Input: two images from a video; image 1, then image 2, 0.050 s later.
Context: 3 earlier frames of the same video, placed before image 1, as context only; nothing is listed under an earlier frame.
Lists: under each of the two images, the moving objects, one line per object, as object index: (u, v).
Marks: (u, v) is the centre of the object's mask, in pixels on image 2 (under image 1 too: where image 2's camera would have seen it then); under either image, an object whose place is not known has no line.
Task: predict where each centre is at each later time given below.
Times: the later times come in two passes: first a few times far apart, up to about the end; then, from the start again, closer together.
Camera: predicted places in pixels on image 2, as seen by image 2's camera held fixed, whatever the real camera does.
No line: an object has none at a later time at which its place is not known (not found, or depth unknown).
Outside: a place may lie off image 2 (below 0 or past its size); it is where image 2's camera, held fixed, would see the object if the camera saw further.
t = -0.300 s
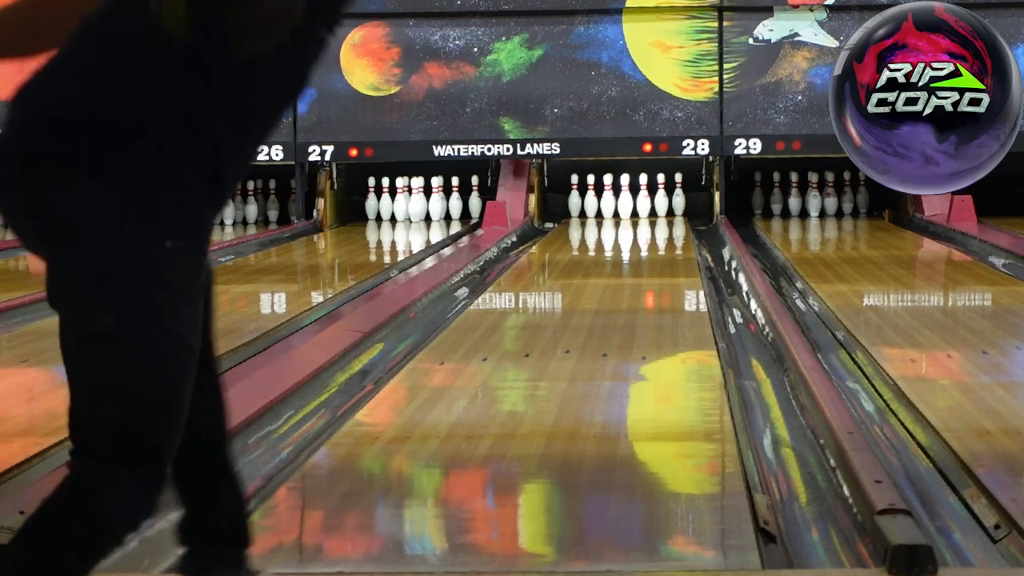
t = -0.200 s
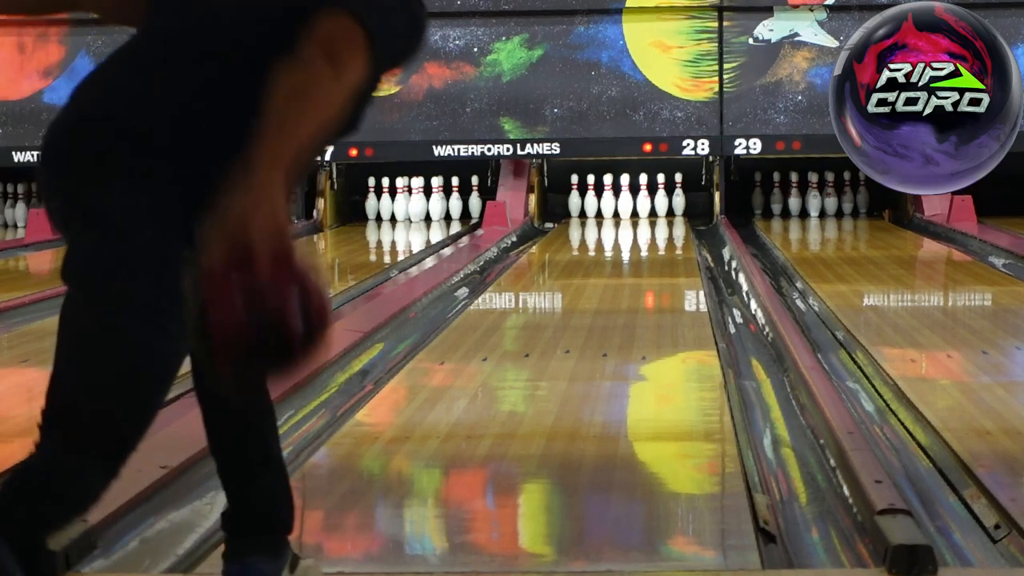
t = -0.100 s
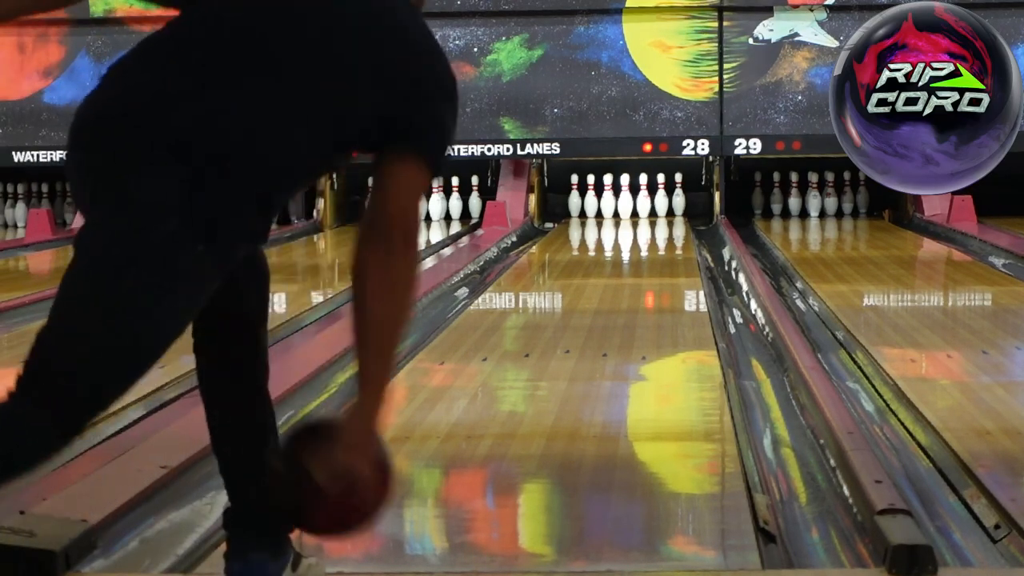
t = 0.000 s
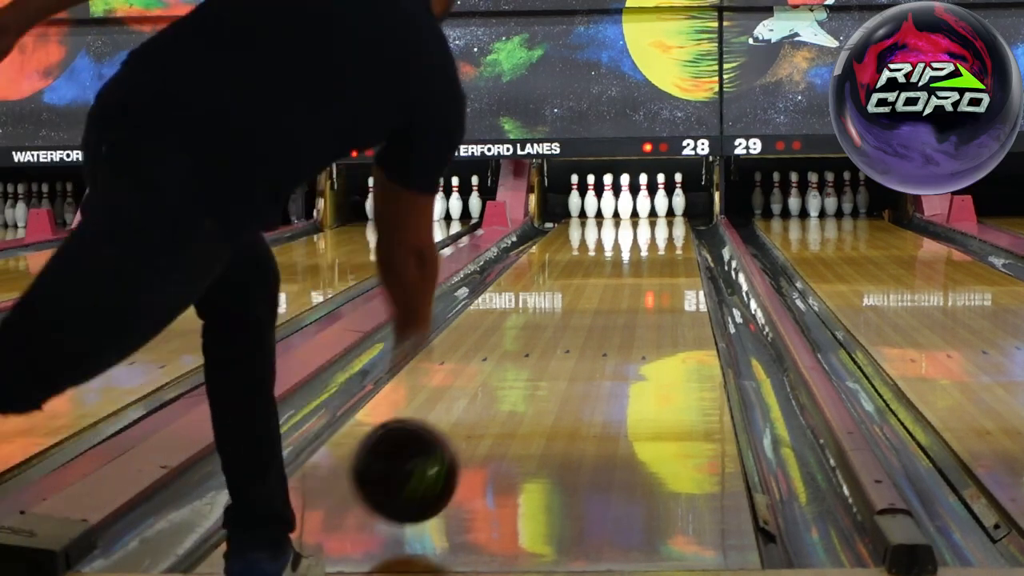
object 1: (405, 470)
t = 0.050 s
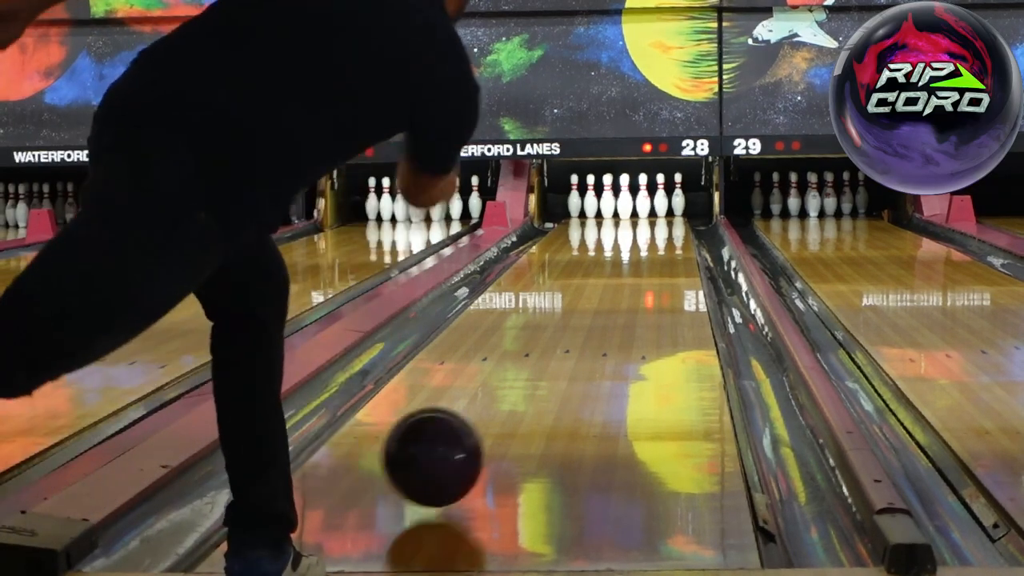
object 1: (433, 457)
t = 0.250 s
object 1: (516, 391)
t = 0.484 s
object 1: (576, 337)
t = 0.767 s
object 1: (623, 296)
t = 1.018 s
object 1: (650, 271)
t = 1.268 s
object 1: (668, 252)
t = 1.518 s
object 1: (678, 238)
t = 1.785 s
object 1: (677, 227)
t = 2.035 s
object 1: (664, 219)
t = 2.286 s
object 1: (646, 213)
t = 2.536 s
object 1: (632, 208)
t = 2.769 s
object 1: (632, 205)
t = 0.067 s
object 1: (442, 455)
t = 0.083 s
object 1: (450, 447)
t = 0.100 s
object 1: (458, 438)
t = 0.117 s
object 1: (465, 432)
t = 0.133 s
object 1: (472, 428)
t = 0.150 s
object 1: (479, 422)
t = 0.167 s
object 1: (486, 416)
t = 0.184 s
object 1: (492, 411)
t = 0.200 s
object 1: (498, 406)
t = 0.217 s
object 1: (504, 400)
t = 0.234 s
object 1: (510, 396)
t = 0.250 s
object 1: (516, 391)
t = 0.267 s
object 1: (521, 386)
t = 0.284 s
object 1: (526, 382)
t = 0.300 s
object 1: (531, 377)
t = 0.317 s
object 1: (537, 372)
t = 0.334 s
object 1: (541, 368)
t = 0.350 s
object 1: (545, 364)
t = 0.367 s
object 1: (550, 360)
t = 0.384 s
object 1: (554, 357)
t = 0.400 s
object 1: (558, 353)
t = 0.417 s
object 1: (562, 350)
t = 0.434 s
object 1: (566, 346)
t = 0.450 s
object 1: (570, 343)
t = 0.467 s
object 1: (573, 340)
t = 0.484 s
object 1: (576, 337)
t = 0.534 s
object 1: (587, 328)
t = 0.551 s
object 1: (590, 325)
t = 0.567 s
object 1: (592, 323)
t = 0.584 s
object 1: (596, 320)
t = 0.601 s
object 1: (598, 317)
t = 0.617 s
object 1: (601, 315)
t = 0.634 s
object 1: (604, 313)
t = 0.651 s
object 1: (606, 311)
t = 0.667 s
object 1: (609, 309)
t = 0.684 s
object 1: (611, 306)
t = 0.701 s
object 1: (614, 304)
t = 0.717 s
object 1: (616, 302)
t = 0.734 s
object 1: (618, 301)
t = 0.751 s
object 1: (621, 298)
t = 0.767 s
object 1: (623, 296)
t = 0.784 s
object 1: (625, 294)
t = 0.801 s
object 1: (627, 292)
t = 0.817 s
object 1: (629, 290)
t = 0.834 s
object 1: (631, 289)
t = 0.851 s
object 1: (633, 287)
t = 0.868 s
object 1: (635, 285)
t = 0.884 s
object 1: (637, 284)
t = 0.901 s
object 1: (639, 282)
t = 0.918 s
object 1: (640, 280)
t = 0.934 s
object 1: (642, 279)
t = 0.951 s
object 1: (643, 277)
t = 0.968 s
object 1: (645, 275)
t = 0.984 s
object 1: (646, 274)
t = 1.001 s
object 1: (648, 273)
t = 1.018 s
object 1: (650, 271)
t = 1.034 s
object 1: (651, 270)
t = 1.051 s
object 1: (653, 268)
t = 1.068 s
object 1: (654, 267)
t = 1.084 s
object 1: (655, 265)
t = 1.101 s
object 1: (656, 264)
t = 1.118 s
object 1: (658, 262)
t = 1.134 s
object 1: (659, 261)
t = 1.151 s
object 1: (661, 260)
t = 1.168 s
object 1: (662, 259)
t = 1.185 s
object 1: (663, 258)
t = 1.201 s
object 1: (664, 257)
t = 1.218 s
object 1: (665, 255)
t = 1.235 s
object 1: (666, 254)
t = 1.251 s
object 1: (666, 253)
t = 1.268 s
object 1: (668, 252)
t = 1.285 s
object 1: (669, 251)
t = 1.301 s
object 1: (670, 250)
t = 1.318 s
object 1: (670, 249)
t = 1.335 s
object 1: (672, 248)
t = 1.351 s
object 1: (673, 247)
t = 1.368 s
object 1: (673, 246)
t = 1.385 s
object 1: (674, 245)
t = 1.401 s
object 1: (674, 244)
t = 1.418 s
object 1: (675, 243)
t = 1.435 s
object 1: (675, 242)
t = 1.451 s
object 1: (676, 241)
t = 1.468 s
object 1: (677, 240)
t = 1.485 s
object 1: (677, 239)
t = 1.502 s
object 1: (678, 239)
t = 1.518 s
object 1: (678, 238)
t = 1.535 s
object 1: (679, 236)
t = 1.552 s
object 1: (678, 235)
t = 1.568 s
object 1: (679, 235)
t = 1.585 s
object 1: (679, 234)
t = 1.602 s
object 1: (680, 234)
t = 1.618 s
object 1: (680, 233)
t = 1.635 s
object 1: (679, 232)
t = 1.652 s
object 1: (679, 232)
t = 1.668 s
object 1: (679, 231)
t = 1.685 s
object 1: (679, 230)
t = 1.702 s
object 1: (678, 229)
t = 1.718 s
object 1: (678, 229)
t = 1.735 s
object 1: (678, 229)
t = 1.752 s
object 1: (678, 228)
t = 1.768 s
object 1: (678, 227)
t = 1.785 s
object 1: (677, 227)
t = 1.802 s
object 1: (676, 226)
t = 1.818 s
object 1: (676, 226)
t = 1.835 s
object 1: (675, 225)
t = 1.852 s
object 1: (675, 225)
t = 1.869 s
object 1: (673, 224)
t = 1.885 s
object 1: (673, 224)
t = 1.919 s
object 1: (671, 222)
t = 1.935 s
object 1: (670, 222)
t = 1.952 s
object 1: (669, 221)
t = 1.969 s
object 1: (668, 221)
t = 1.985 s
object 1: (667, 221)
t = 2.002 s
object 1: (667, 220)
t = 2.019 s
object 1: (666, 220)
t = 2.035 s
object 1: (664, 219)
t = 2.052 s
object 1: (663, 219)
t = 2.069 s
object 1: (661, 218)
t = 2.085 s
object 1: (660, 218)
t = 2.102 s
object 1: (659, 218)
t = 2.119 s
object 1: (658, 217)
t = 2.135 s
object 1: (657, 216)
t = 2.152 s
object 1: (655, 216)
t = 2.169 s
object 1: (653, 215)
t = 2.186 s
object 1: (653, 215)
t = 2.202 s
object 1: (651, 215)
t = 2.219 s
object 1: (651, 215)
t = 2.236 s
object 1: (650, 214)
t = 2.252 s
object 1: (649, 214)
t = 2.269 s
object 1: (647, 213)
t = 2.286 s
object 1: (646, 213)
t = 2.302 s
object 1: (645, 212)
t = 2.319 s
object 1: (644, 213)
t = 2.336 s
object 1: (644, 213)
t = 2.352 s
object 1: (643, 212)
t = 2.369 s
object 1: (642, 211)
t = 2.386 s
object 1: (641, 211)
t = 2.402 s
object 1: (639, 210)
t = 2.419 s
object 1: (638, 210)
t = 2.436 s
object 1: (637, 210)
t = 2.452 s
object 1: (636, 209)
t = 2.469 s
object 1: (635, 209)
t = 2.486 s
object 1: (634, 208)
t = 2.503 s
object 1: (633, 208)
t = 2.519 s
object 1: (632, 208)
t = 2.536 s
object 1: (632, 208)
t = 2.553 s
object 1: (633, 207)
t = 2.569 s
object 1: (633, 207)
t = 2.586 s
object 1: (633, 206)
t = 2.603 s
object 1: (632, 207)
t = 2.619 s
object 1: (632, 206)
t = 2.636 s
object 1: (632, 206)
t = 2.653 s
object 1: (632, 206)
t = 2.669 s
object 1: (633, 206)
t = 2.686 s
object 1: (633, 206)
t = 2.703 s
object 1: (633, 205)
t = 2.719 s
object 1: (633, 205)
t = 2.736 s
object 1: (633, 205)
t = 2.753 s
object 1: (633, 205)
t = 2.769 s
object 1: (632, 205)
